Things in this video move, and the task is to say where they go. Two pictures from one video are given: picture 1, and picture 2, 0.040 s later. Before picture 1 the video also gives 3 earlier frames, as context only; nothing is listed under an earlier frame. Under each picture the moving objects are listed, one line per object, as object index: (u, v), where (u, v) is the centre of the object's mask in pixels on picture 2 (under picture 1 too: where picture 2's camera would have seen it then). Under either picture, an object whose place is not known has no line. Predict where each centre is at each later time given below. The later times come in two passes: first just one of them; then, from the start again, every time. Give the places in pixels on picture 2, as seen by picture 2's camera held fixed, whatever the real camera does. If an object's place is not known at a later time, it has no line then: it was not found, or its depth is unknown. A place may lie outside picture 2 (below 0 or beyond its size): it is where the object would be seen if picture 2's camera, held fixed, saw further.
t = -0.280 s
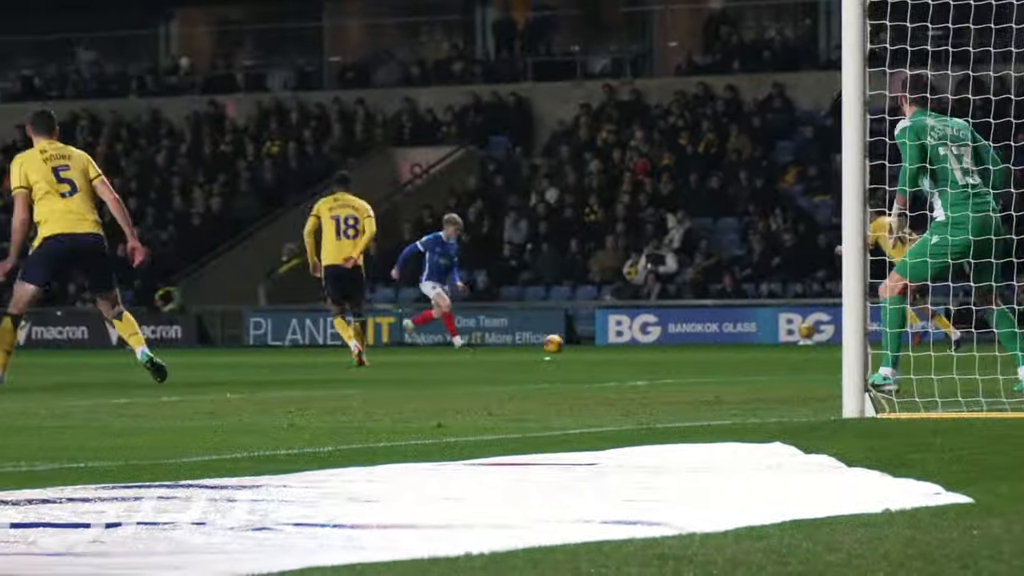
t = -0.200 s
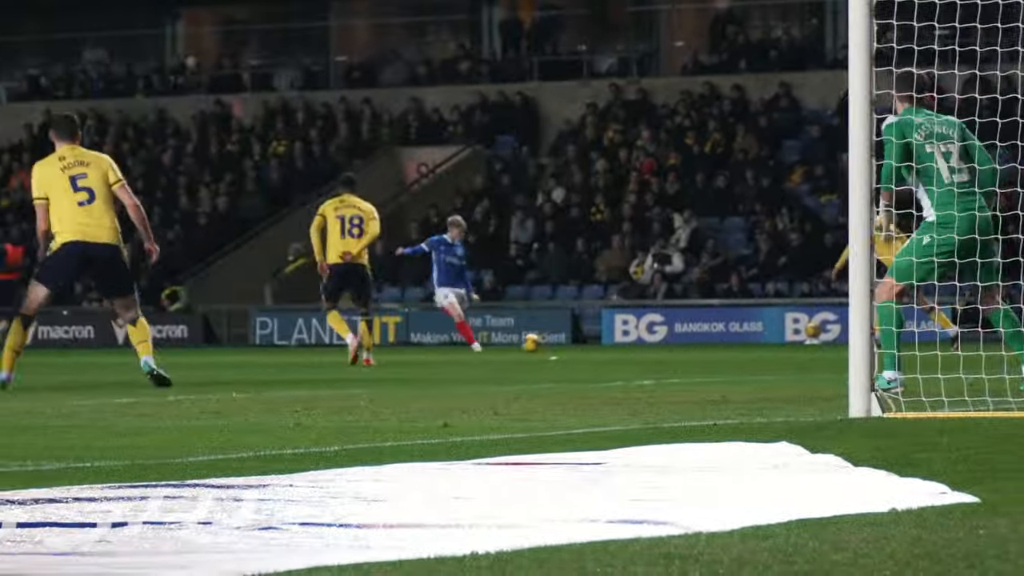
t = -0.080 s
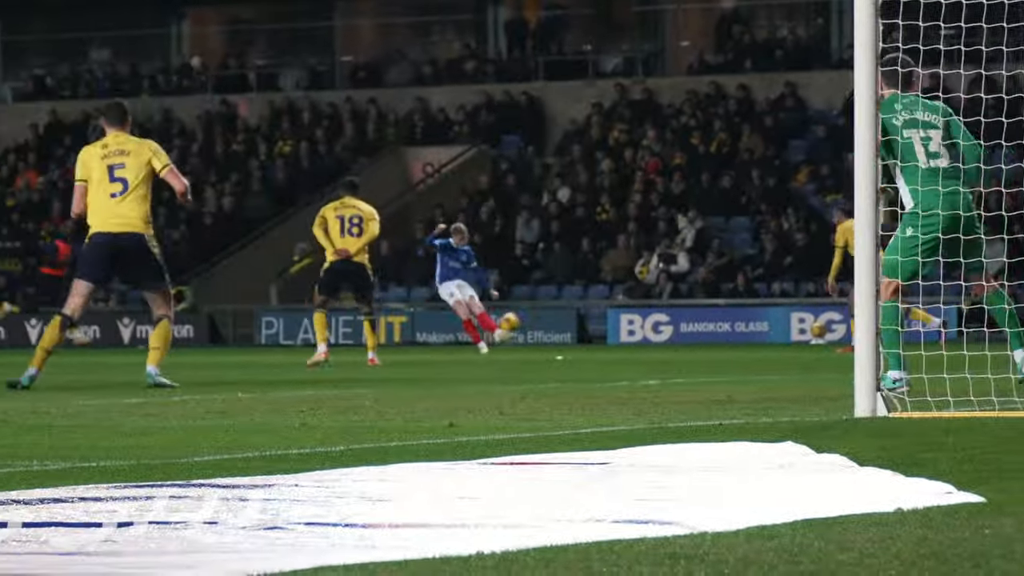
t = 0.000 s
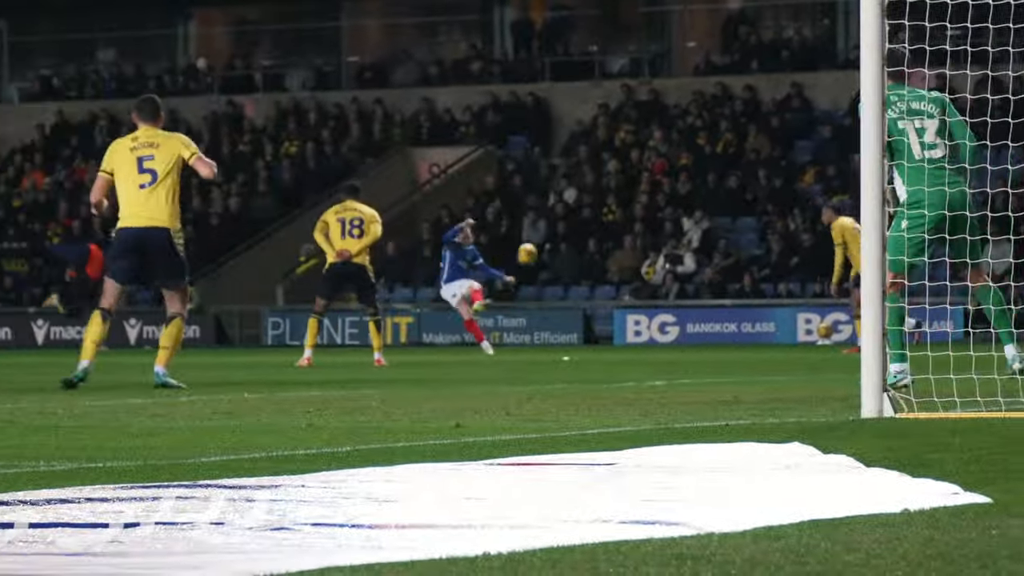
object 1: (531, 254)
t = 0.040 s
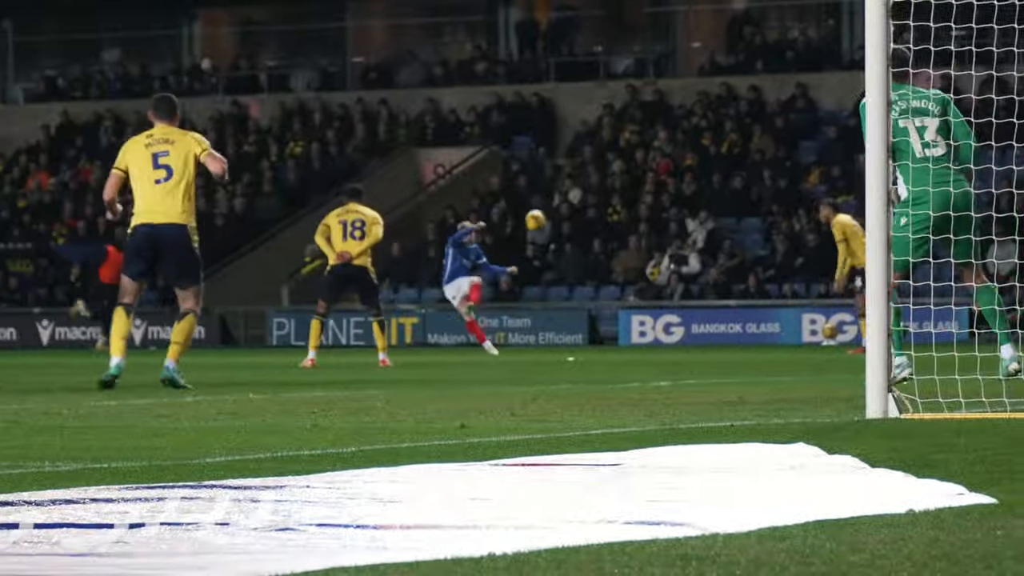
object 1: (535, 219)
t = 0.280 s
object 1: (529, 44)
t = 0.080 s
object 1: (537, 187)
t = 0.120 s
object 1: (537, 155)
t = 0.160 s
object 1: (538, 124)
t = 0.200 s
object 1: (536, 96)
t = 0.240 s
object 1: (532, 68)
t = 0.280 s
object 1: (529, 44)
